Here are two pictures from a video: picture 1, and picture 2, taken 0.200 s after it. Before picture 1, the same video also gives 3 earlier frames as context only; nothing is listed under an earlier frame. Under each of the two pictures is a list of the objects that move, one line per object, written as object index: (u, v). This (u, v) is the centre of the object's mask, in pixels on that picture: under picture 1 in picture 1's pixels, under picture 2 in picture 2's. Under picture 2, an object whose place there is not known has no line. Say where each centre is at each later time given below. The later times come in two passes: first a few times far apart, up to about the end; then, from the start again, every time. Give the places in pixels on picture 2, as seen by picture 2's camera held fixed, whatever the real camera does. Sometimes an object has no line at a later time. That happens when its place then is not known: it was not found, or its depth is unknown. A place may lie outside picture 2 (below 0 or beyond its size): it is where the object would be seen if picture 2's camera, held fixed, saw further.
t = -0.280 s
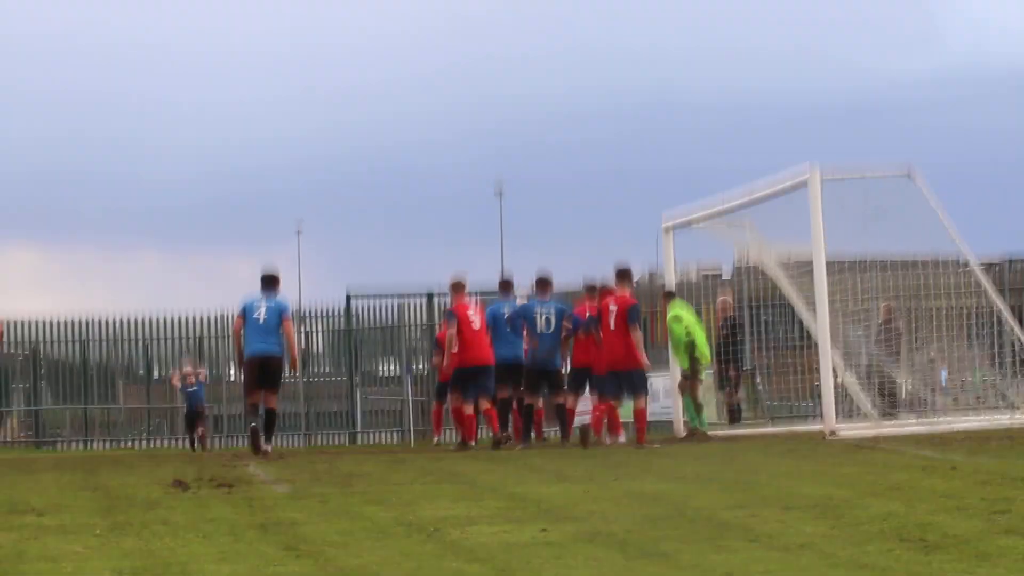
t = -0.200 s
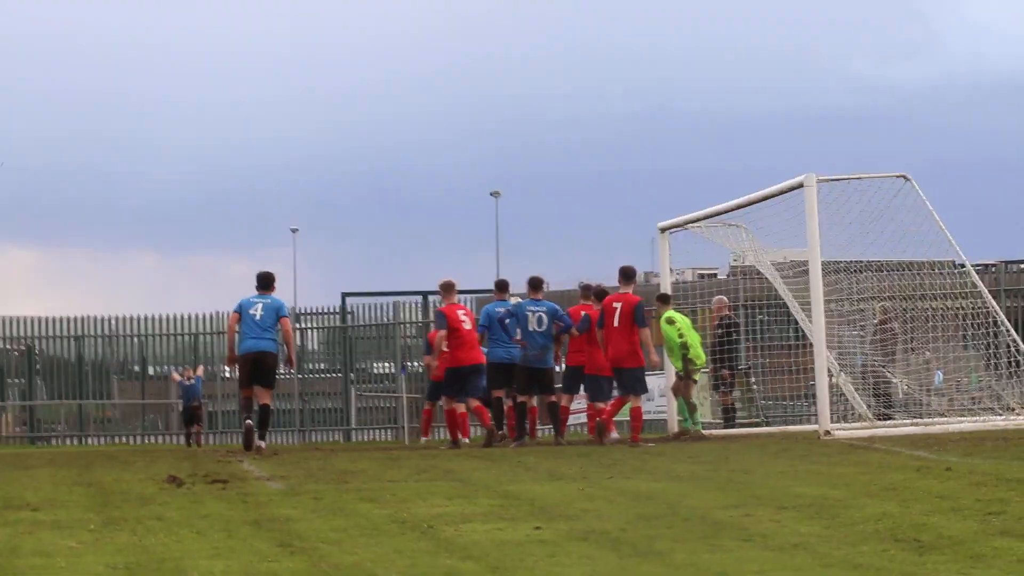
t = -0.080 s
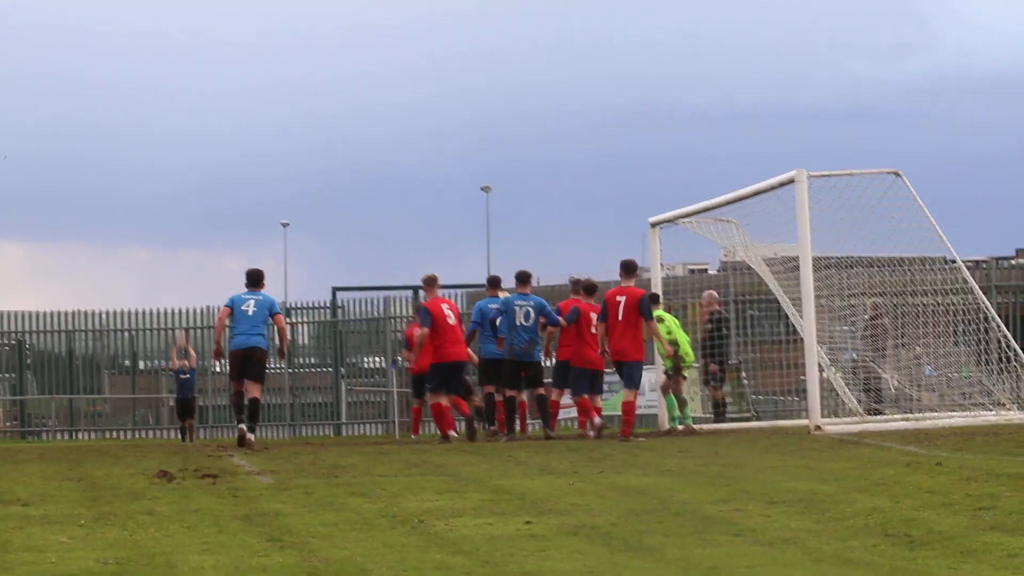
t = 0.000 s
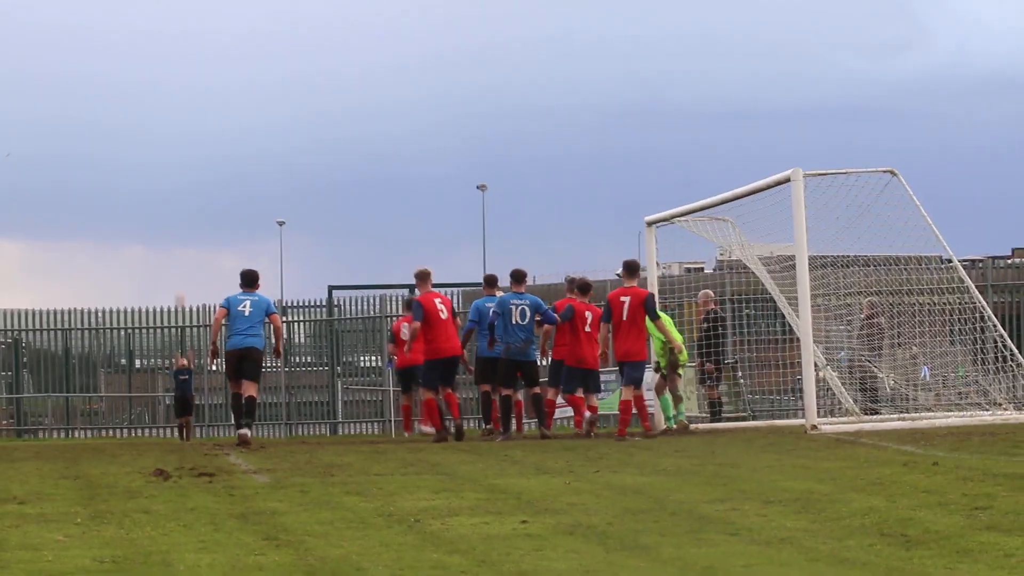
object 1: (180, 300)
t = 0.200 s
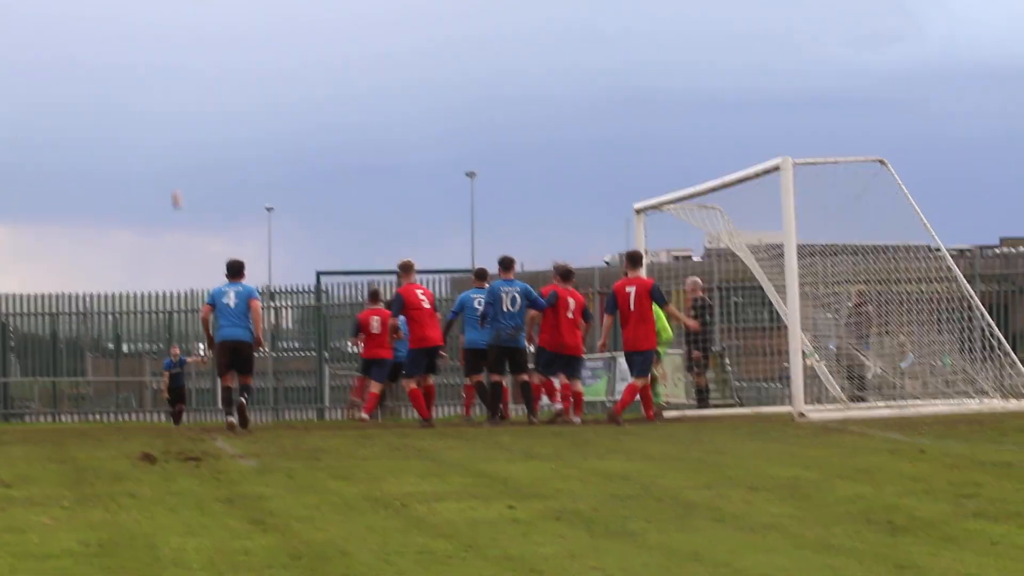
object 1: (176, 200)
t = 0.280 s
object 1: (180, 169)
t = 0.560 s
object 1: (195, 78)
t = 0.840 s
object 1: (213, 25)
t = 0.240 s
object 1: (178, 185)
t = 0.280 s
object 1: (180, 169)
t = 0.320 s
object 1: (181, 153)
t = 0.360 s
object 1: (184, 138)
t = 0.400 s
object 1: (186, 125)
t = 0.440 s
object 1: (188, 112)
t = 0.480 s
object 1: (190, 101)
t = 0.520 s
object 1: (193, 88)
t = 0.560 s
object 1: (195, 78)
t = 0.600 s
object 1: (197, 68)
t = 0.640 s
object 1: (199, 59)
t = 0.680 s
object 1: (202, 50)
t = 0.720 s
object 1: (205, 42)
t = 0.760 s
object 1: (208, 36)
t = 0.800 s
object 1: (210, 30)
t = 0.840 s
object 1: (213, 25)
